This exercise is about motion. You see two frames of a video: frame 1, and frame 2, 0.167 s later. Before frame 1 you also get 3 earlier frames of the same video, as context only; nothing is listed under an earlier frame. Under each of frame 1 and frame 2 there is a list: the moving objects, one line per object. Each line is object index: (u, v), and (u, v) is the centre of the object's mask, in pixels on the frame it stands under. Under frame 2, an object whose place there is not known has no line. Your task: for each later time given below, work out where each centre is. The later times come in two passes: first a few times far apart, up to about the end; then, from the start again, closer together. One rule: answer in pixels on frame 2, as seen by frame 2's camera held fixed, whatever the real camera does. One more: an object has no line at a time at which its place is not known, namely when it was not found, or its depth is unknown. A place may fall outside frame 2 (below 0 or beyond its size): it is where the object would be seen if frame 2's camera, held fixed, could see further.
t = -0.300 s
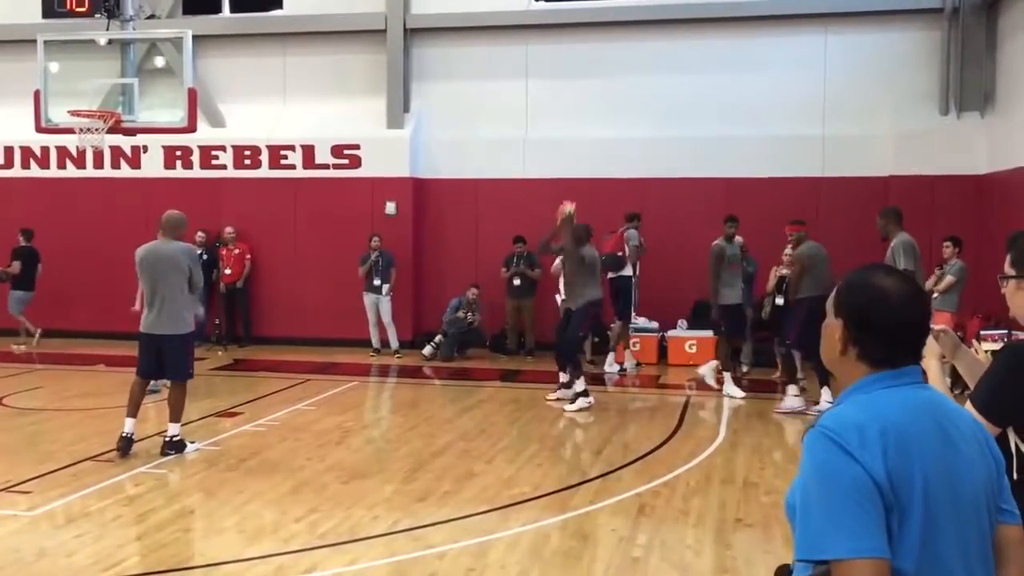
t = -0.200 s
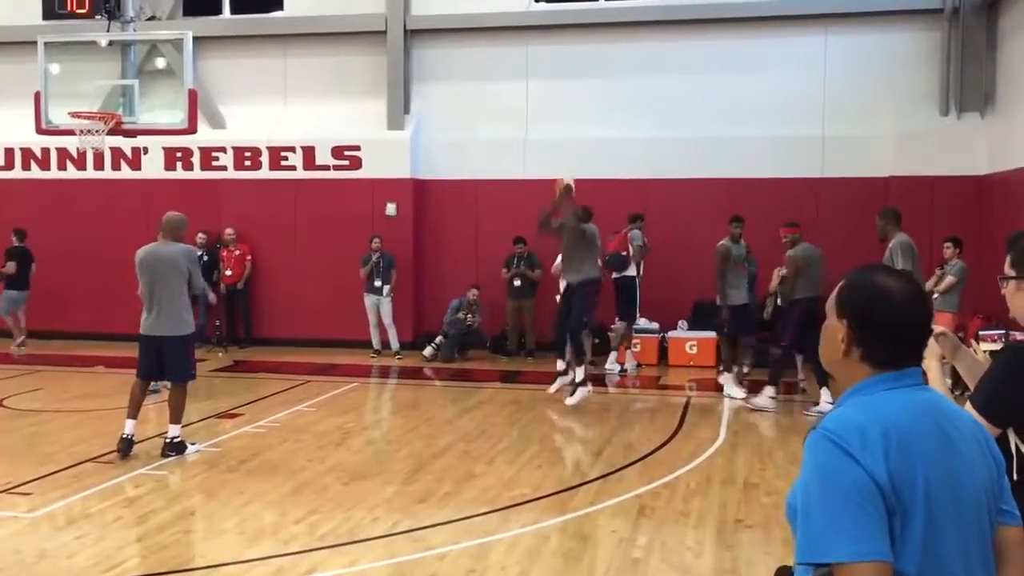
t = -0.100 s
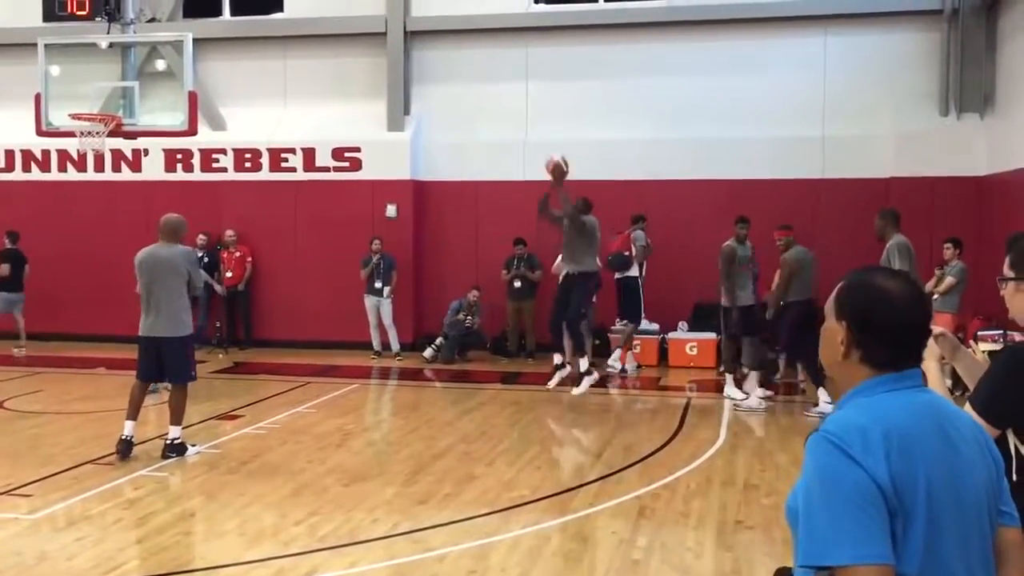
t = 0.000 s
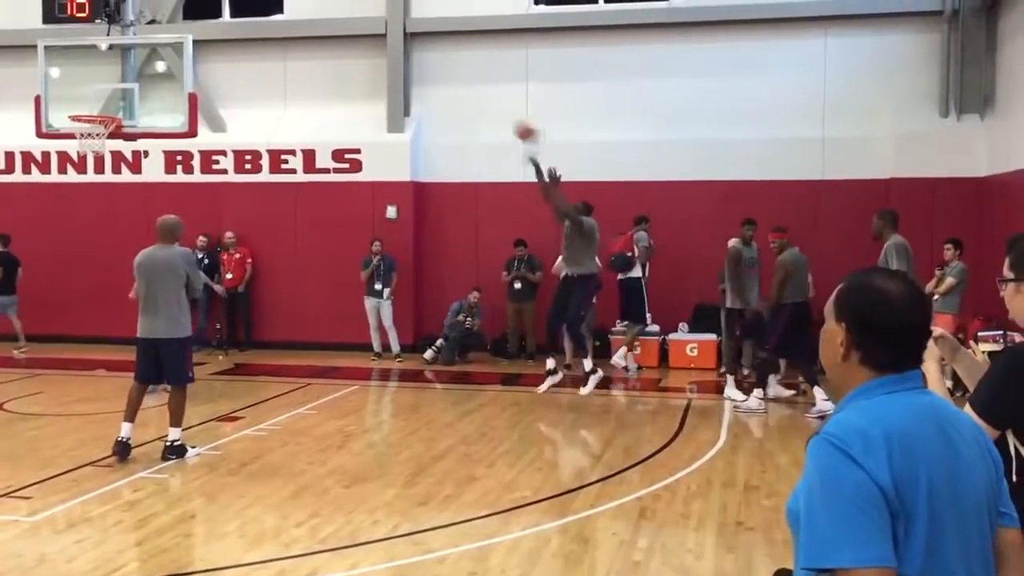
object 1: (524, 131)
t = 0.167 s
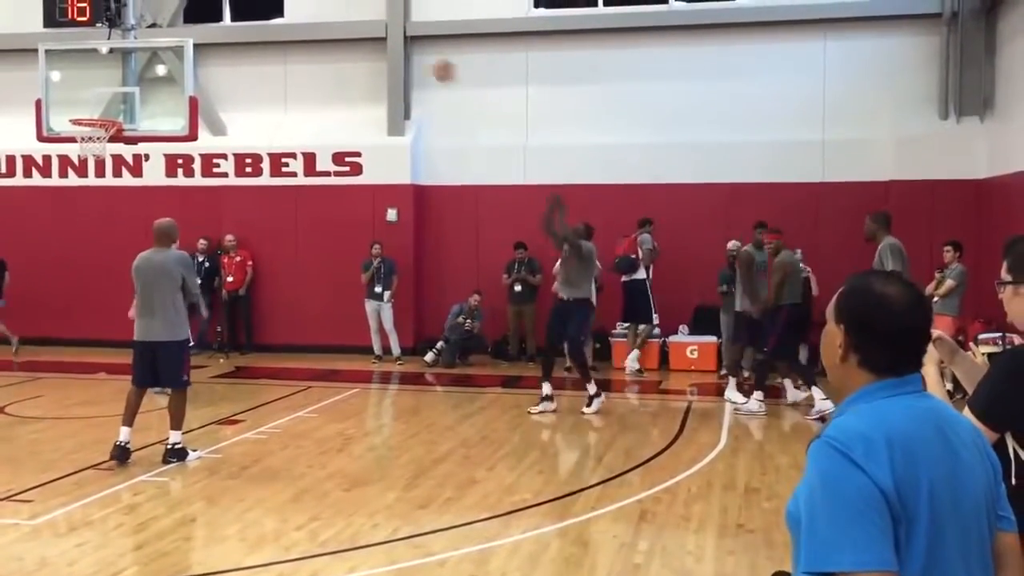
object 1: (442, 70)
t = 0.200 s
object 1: (426, 60)
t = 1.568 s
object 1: (154, 114)
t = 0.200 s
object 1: (426, 60)
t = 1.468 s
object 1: (149, 95)
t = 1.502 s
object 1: (151, 100)
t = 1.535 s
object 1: (152, 107)
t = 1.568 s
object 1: (154, 114)
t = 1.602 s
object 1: (156, 123)
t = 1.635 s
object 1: (158, 132)
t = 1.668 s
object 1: (159, 143)
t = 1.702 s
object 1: (160, 153)
